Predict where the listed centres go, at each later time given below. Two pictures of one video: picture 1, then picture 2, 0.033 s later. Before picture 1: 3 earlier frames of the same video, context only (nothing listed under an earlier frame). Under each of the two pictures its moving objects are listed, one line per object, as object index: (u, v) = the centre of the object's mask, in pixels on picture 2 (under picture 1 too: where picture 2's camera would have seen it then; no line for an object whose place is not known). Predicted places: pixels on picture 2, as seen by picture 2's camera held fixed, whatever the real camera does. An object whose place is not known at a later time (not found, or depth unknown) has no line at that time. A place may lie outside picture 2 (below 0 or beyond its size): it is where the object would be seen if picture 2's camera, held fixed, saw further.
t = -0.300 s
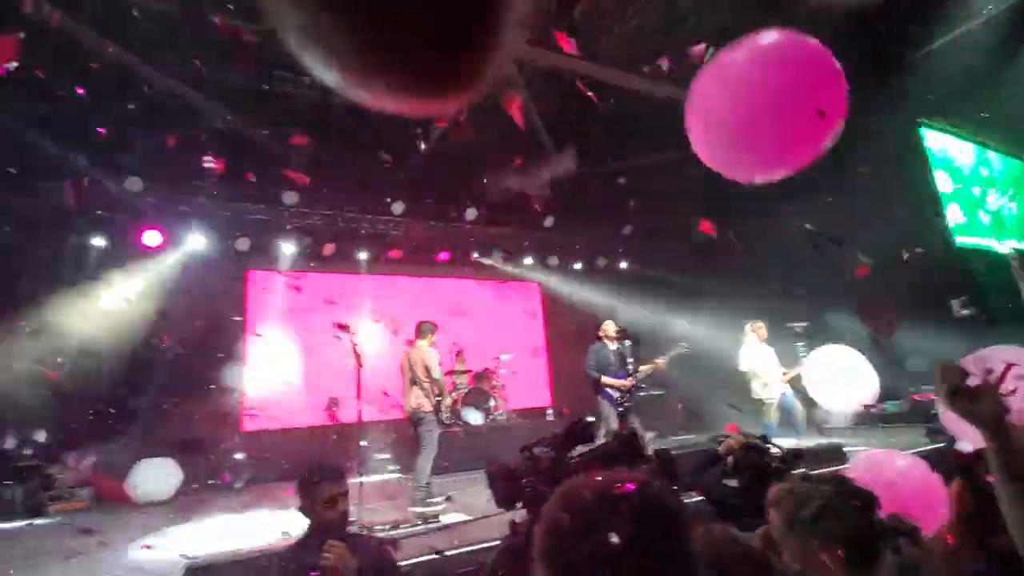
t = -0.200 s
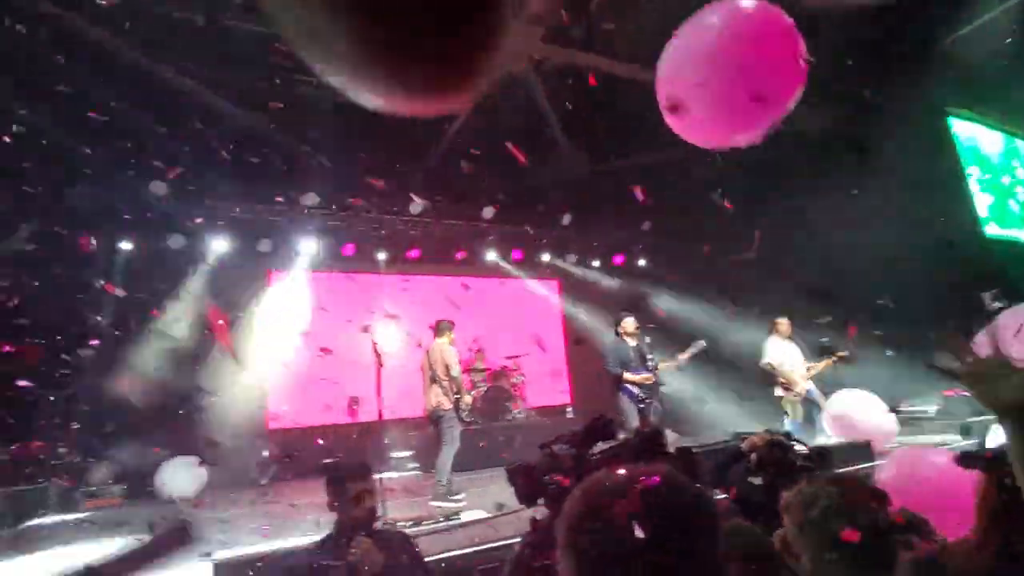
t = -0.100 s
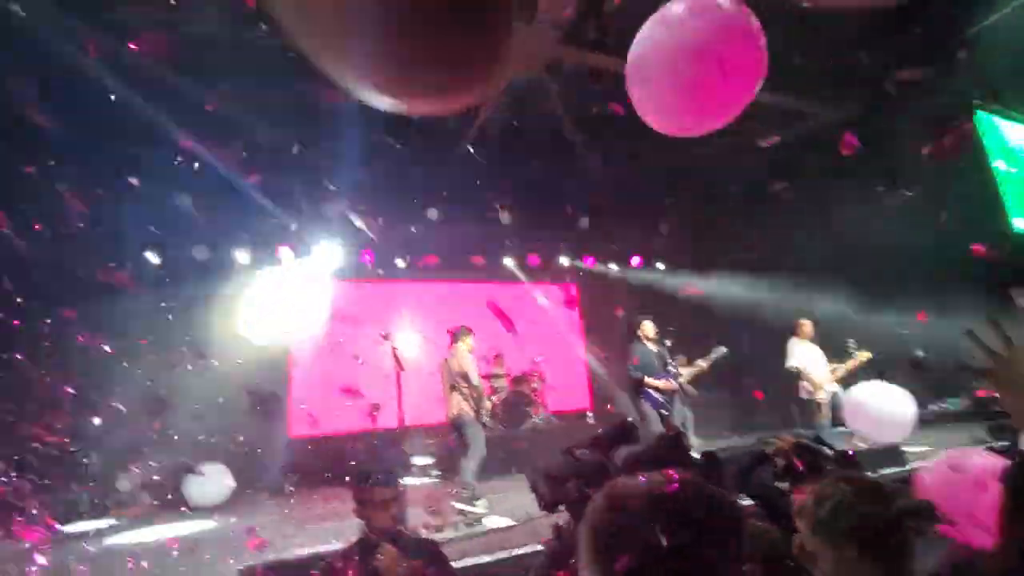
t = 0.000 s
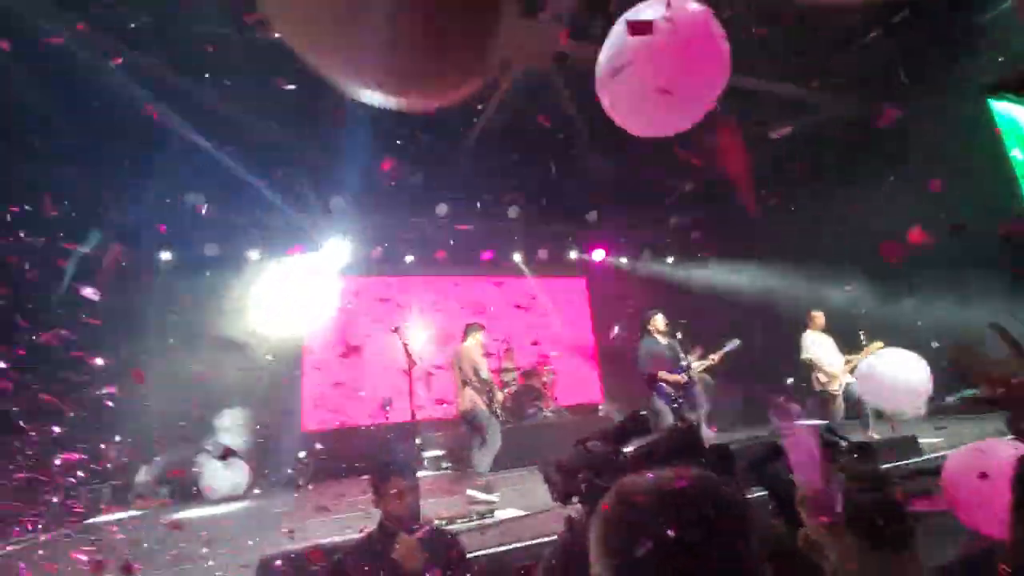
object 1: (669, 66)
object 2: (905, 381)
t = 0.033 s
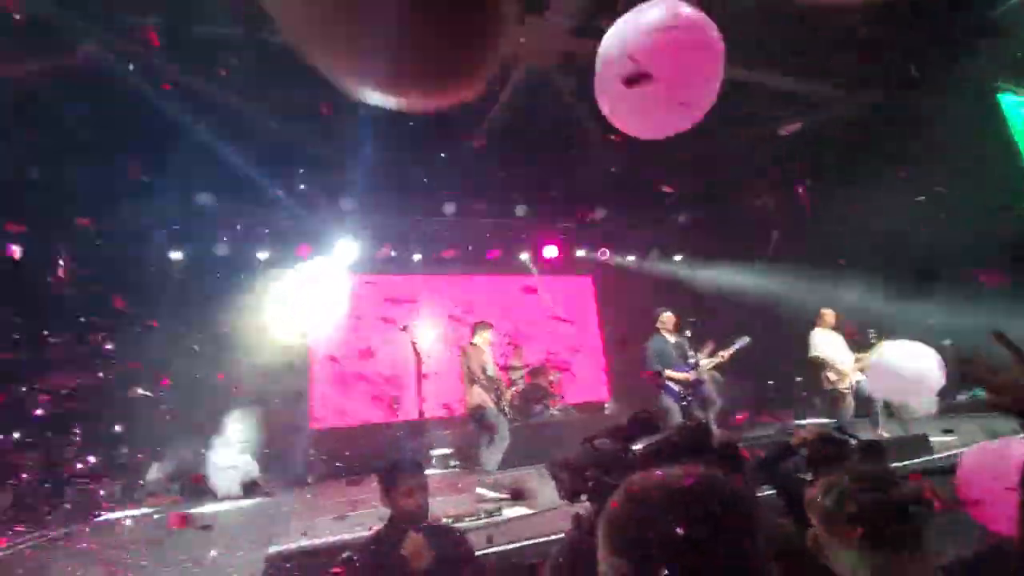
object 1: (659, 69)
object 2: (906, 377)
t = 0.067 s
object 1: (649, 76)
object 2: (903, 367)
